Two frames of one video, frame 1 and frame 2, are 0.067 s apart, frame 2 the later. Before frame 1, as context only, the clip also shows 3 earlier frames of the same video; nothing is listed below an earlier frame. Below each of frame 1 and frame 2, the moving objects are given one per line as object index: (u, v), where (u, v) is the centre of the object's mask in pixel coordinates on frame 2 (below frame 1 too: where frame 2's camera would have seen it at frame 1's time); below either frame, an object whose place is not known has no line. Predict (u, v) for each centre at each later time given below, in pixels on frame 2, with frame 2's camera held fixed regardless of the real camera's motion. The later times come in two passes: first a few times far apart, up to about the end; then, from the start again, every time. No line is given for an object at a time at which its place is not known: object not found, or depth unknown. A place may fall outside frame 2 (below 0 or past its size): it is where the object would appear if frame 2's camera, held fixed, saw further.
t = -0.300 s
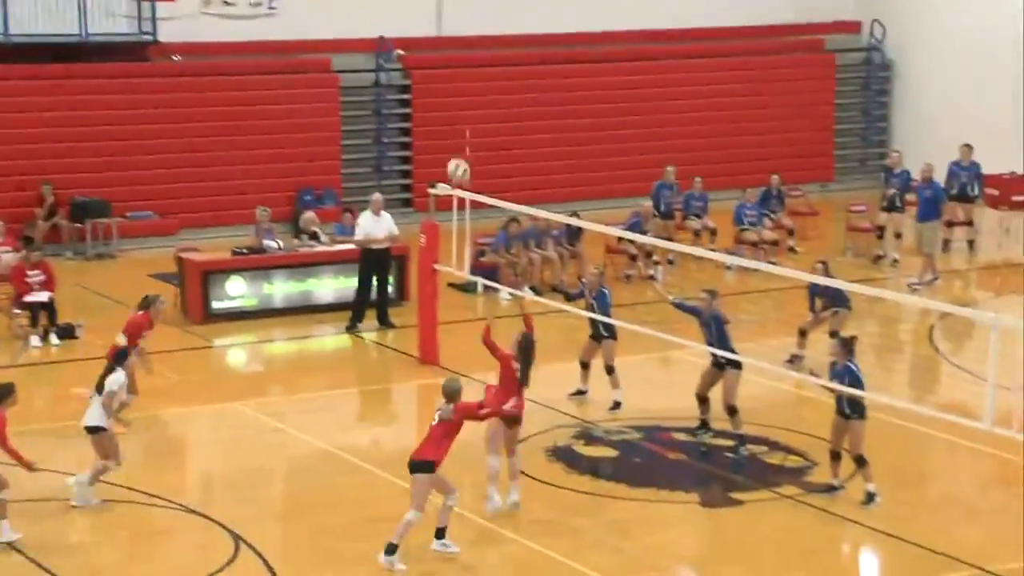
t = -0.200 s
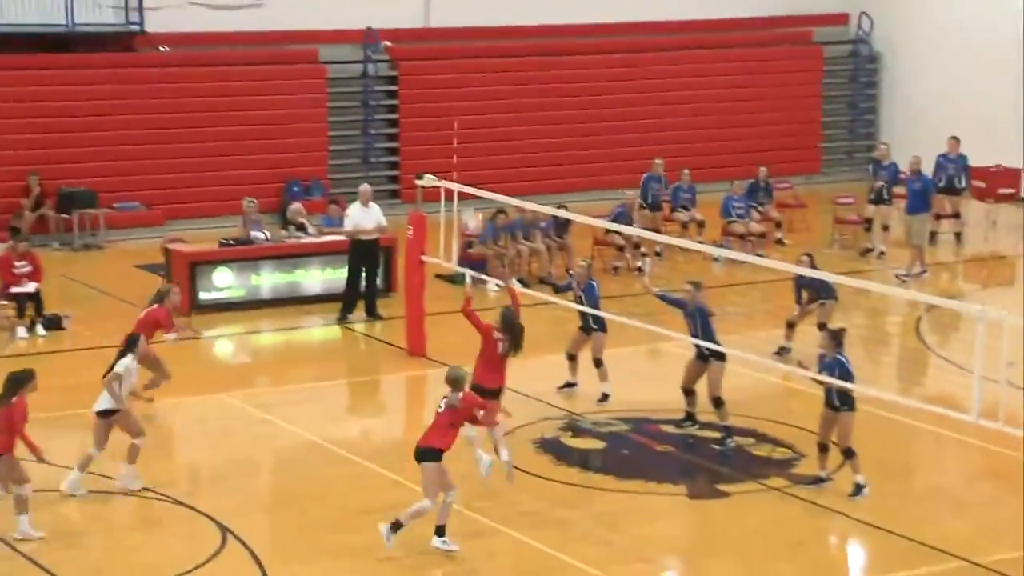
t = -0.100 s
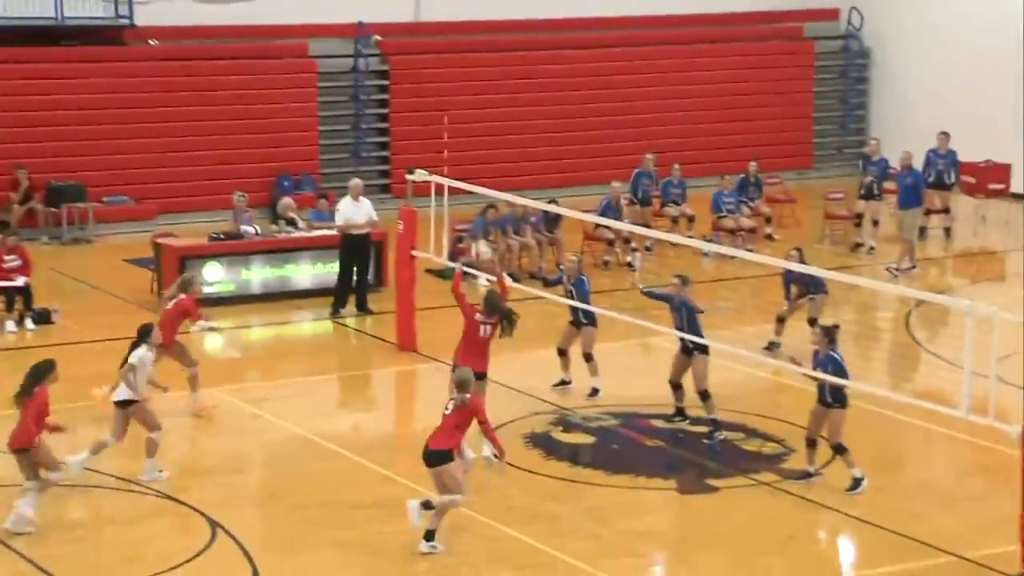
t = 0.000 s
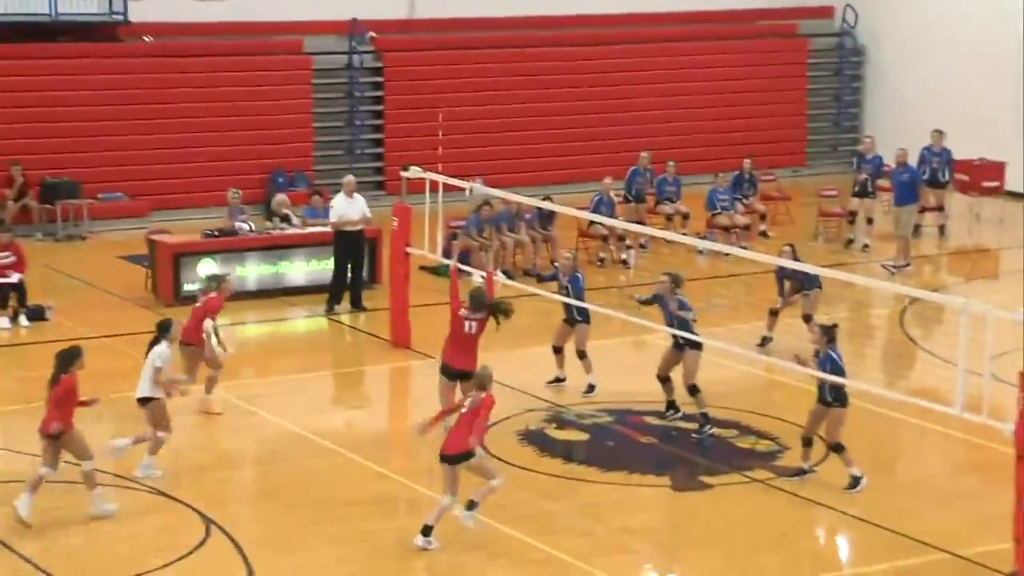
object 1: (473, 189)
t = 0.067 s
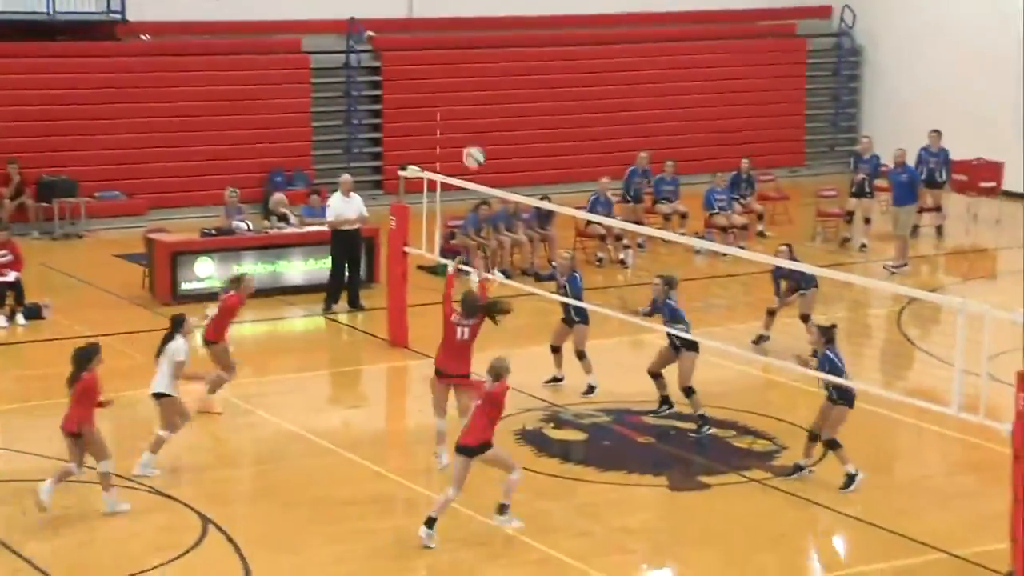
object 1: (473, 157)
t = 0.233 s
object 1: (472, 98)
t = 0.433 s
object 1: (471, 68)
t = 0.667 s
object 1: (471, 83)
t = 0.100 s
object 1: (473, 142)
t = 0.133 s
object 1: (473, 130)
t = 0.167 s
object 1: (472, 117)
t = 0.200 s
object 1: (472, 107)
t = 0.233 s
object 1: (472, 98)
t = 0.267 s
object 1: (472, 90)
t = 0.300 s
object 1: (472, 84)
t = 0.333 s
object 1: (472, 78)
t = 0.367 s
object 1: (472, 73)
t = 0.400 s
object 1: (472, 70)
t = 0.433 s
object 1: (471, 68)
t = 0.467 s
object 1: (471, 67)
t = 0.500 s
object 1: (472, 67)
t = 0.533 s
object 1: (471, 68)
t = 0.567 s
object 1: (471, 71)
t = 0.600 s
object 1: (471, 74)
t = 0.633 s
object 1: (471, 78)
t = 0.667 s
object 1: (471, 83)
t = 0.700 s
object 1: (470, 90)
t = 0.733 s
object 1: (470, 97)
